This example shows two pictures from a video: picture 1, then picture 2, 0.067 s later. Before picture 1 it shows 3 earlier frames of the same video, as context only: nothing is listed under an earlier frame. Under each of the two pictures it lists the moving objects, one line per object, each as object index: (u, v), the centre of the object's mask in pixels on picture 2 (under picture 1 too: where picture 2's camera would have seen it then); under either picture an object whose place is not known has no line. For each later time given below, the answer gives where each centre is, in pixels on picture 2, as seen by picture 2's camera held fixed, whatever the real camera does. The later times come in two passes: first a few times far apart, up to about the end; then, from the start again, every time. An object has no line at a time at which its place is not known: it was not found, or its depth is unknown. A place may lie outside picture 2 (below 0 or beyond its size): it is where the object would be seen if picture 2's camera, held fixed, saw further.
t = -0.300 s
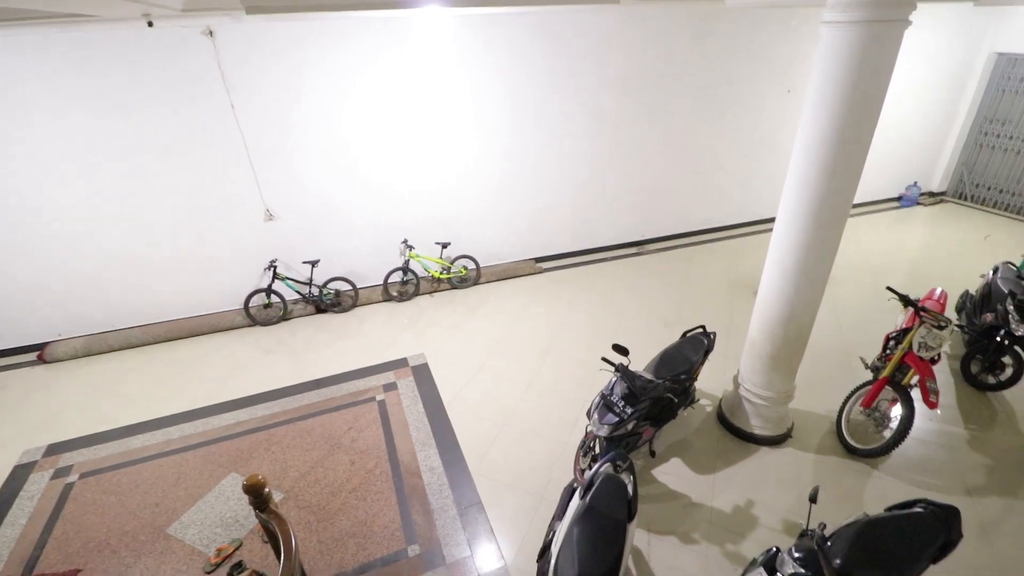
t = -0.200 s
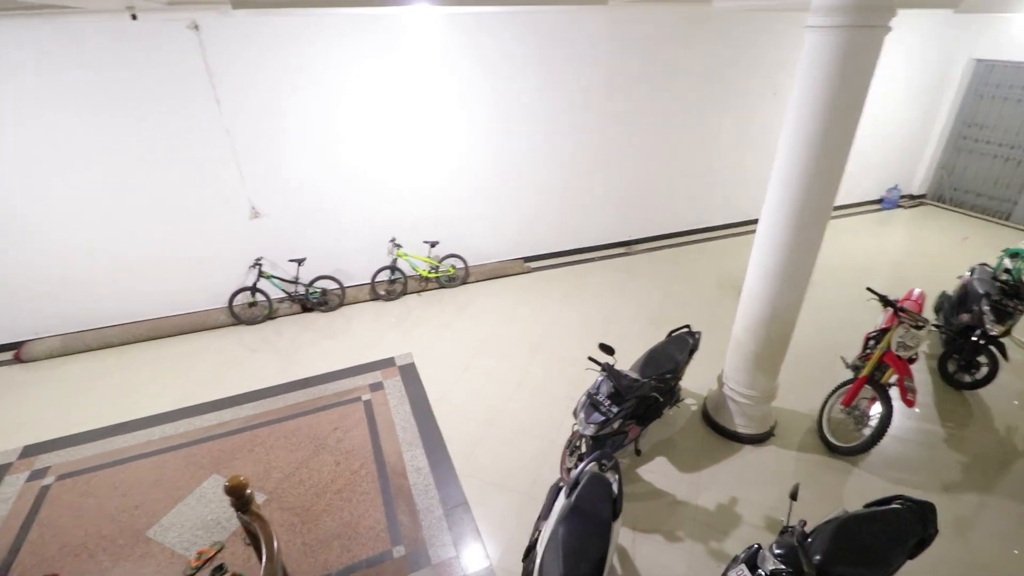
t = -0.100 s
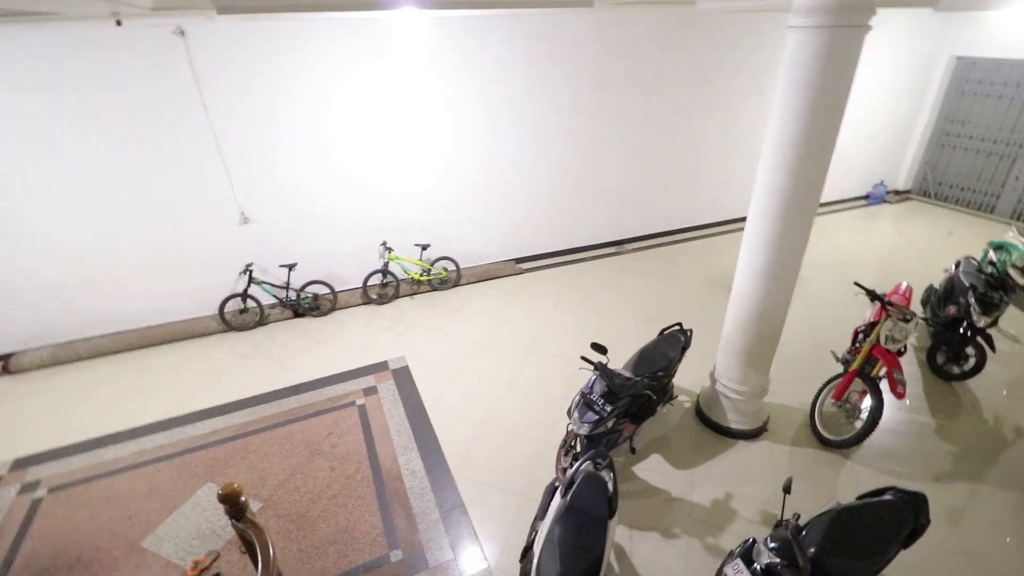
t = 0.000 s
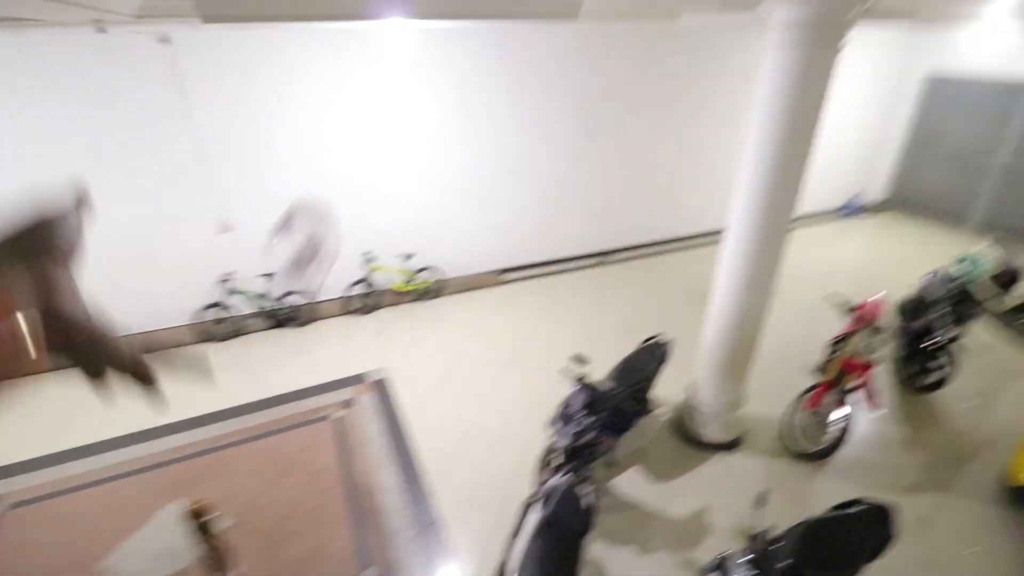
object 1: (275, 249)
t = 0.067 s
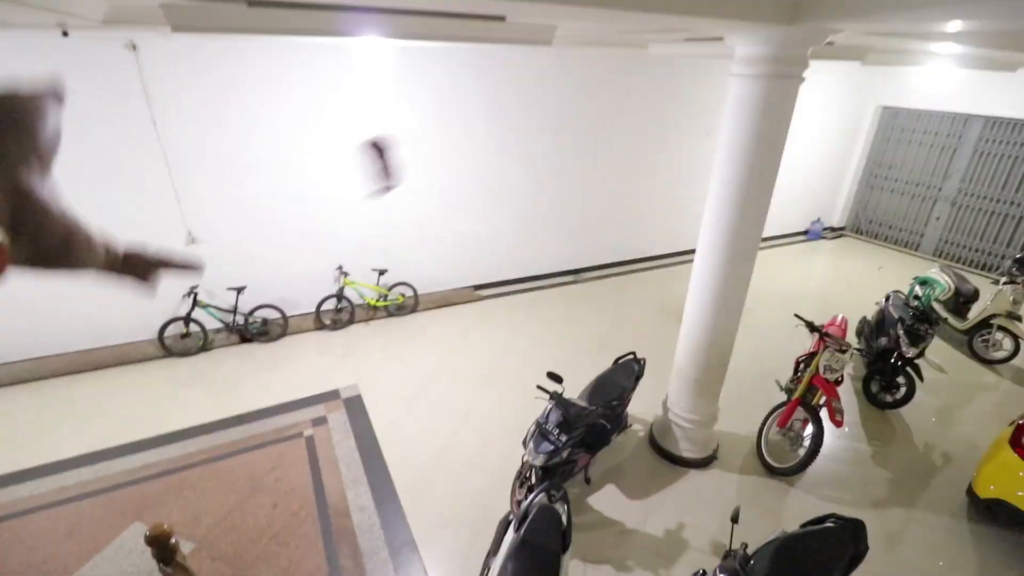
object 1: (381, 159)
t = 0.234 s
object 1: (504, 131)
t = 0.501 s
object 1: (559, 228)
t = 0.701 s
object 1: (571, 309)
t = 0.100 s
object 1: (417, 137)
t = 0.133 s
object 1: (445, 130)
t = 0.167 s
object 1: (471, 127)
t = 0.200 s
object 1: (490, 127)
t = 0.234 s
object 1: (504, 131)
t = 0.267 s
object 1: (518, 141)
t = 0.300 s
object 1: (527, 152)
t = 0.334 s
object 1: (536, 163)
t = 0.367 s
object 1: (543, 174)
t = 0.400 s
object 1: (549, 186)
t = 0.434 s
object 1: (554, 200)
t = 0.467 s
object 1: (557, 213)
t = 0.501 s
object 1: (559, 228)
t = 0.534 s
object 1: (561, 241)
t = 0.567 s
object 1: (564, 255)
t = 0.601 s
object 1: (566, 269)
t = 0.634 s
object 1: (569, 281)
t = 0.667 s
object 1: (570, 295)
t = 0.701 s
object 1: (571, 309)
